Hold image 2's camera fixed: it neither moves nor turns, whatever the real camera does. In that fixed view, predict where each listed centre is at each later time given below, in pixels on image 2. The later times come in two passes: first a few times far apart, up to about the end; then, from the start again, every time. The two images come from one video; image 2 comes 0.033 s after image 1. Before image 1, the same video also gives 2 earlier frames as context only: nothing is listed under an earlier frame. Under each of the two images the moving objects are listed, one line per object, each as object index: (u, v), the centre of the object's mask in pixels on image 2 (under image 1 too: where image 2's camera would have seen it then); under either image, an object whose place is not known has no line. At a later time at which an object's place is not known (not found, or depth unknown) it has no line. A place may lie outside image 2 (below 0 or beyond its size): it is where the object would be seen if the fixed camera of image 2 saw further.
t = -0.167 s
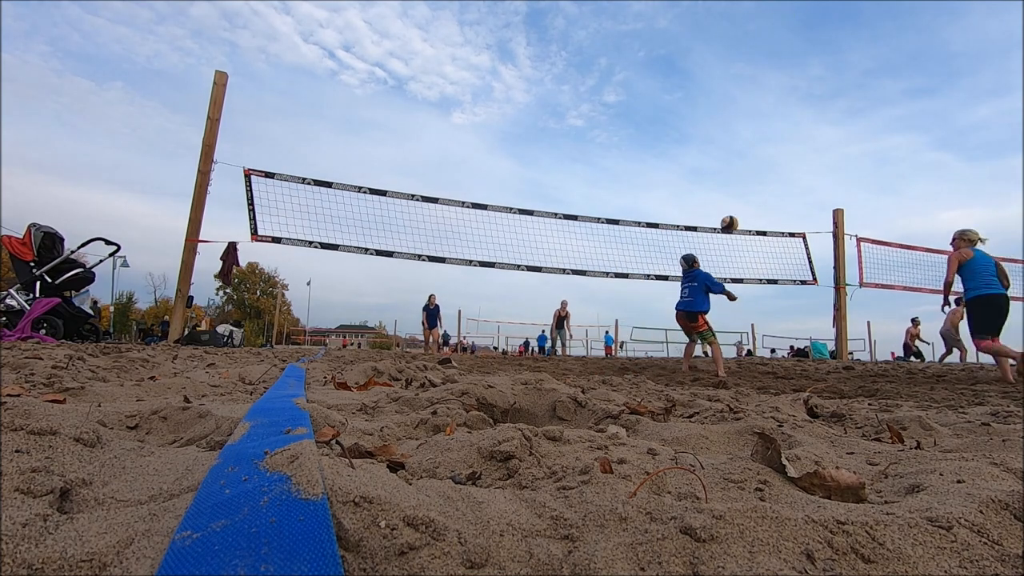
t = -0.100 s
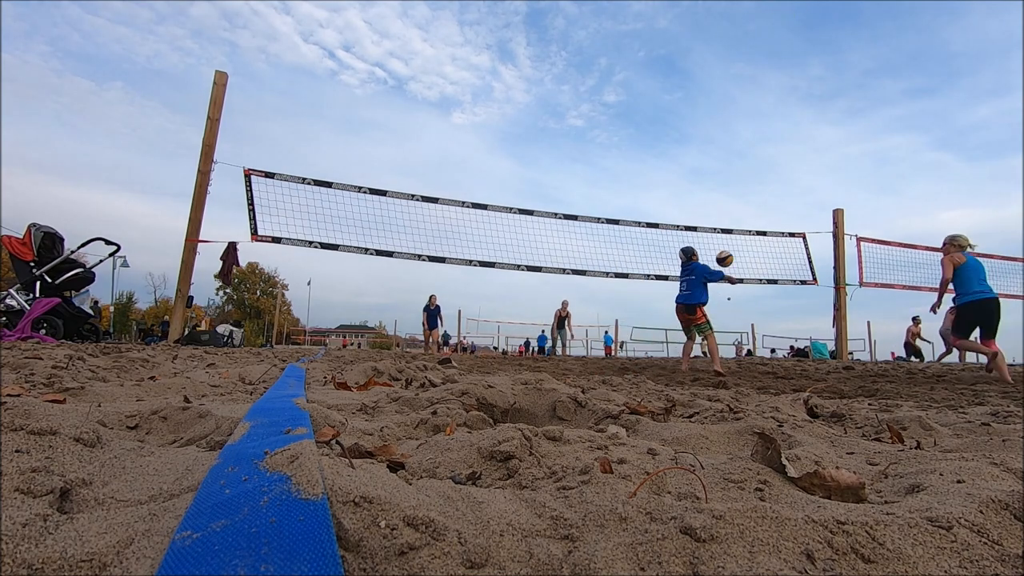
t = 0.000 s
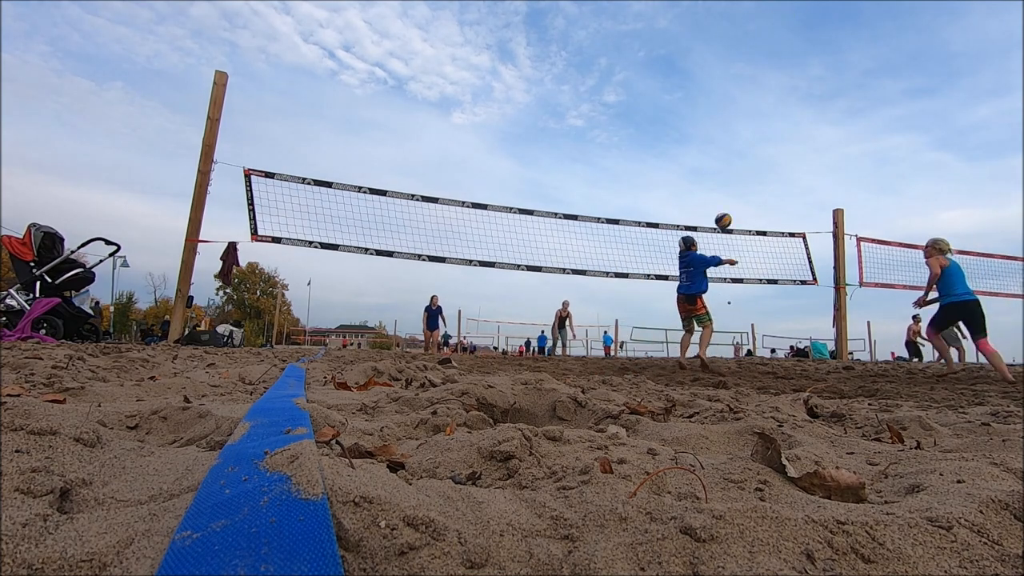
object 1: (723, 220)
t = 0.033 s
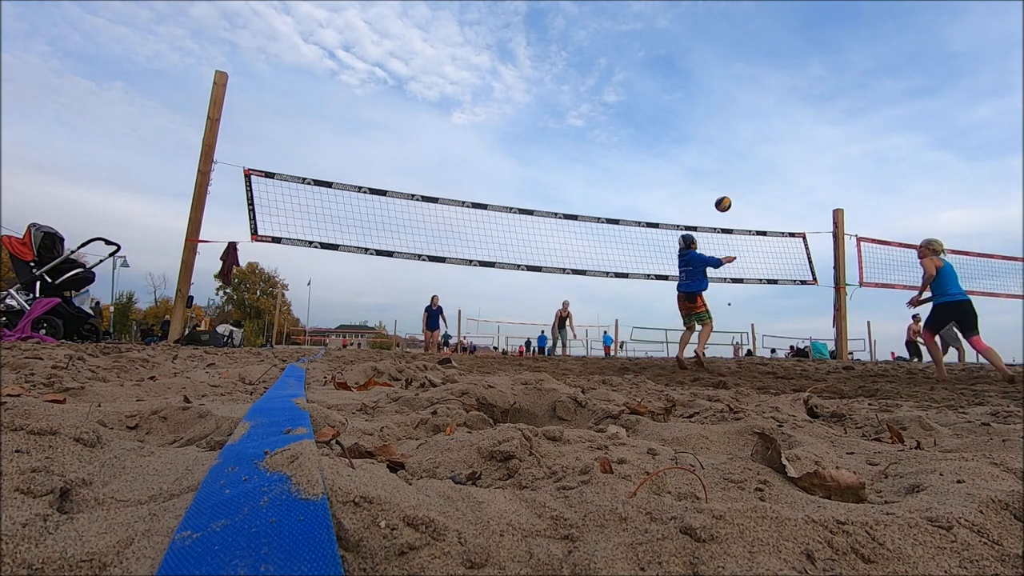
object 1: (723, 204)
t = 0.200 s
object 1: (723, 137)
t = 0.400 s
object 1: (724, 89)
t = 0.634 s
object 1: (727, 69)
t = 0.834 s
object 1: (731, 79)
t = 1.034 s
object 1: (735, 112)
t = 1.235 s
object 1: (740, 167)
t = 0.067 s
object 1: (723, 188)
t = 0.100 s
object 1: (723, 174)
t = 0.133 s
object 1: (723, 161)
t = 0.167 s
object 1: (723, 148)
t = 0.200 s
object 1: (723, 137)
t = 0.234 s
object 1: (723, 127)
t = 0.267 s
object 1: (723, 117)
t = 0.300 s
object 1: (723, 109)
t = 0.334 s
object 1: (724, 101)
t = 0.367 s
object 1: (724, 95)
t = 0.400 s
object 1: (724, 89)
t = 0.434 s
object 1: (725, 84)
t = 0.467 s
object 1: (725, 79)
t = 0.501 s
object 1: (725, 76)
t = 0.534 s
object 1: (726, 73)
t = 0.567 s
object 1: (726, 71)
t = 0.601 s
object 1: (727, 69)
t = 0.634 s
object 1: (727, 69)
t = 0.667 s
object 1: (728, 69)
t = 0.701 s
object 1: (728, 69)
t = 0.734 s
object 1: (729, 70)
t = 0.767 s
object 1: (729, 73)
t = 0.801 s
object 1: (730, 75)
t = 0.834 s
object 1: (731, 79)
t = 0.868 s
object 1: (731, 83)
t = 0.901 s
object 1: (732, 87)
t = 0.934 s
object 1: (733, 92)
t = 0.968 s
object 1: (733, 98)
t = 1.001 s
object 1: (734, 105)
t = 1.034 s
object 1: (735, 112)
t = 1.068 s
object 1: (735, 119)
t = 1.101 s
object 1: (736, 128)
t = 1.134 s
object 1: (737, 137)
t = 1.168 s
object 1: (738, 146)
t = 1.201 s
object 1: (739, 156)
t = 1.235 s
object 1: (740, 167)
